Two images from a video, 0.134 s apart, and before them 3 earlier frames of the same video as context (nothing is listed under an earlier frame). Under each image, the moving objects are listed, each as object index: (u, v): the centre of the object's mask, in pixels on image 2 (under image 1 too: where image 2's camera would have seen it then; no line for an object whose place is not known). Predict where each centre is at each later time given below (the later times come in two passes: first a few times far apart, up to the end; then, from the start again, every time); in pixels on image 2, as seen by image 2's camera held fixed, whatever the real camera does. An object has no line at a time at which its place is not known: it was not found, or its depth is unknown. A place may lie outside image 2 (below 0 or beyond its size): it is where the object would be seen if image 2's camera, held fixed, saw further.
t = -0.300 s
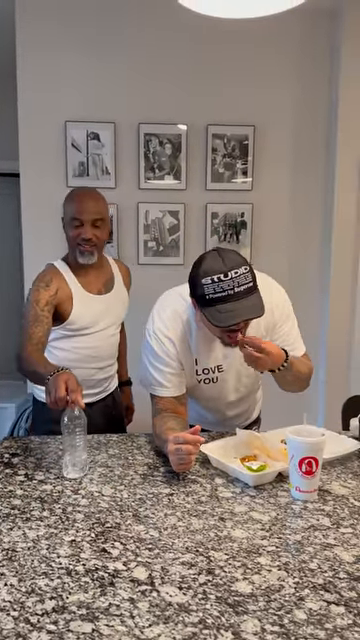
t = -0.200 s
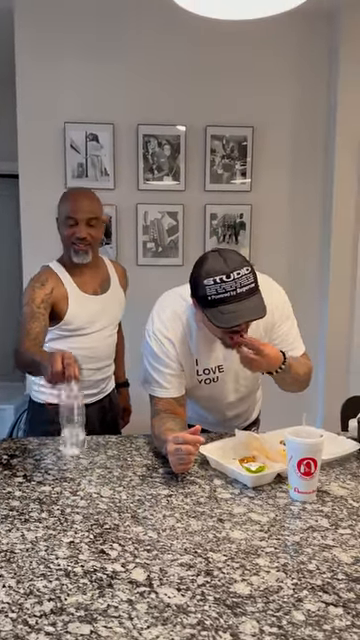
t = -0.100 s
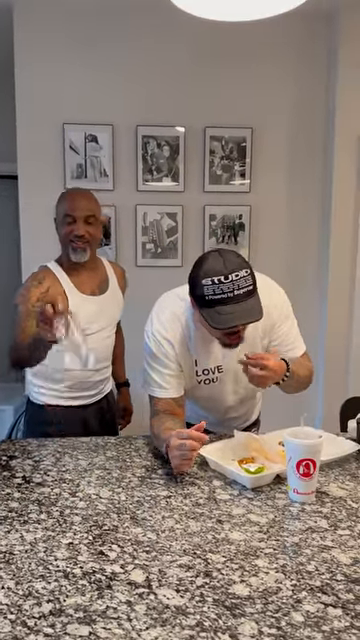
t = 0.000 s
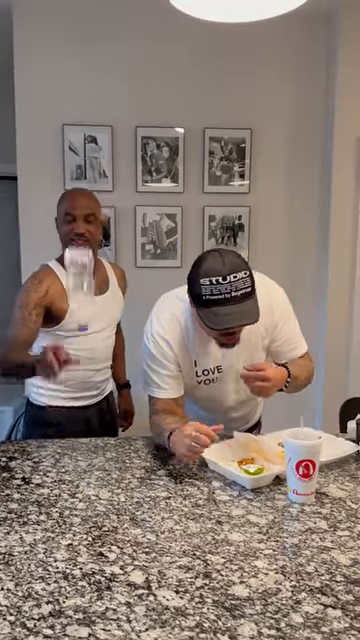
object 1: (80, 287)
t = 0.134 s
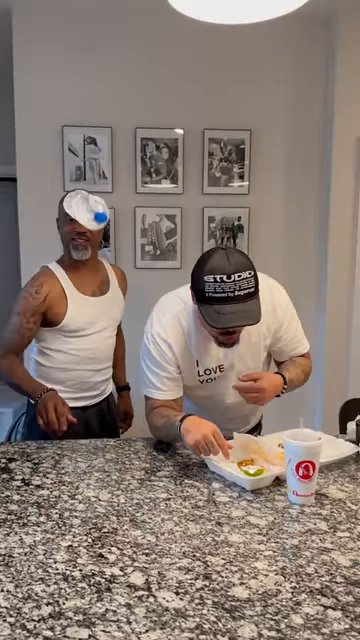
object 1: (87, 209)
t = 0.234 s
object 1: (90, 208)
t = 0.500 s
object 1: (102, 435)
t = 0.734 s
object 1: (106, 478)
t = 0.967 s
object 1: (108, 479)
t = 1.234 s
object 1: (108, 479)
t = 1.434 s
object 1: (108, 479)
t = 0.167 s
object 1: (88, 203)
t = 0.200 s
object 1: (88, 203)
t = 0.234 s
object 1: (90, 208)
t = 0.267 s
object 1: (91, 218)
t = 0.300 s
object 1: (93, 233)
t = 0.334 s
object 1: (94, 255)
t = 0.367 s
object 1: (96, 278)
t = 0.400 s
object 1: (95, 307)
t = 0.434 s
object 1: (99, 349)
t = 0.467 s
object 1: (101, 390)
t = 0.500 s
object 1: (102, 435)
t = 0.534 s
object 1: (103, 479)
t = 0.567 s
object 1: (100, 479)
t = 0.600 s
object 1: (101, 478)
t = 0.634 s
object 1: (101, 478)
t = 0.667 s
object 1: (103, 478)
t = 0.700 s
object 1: (105, 478)
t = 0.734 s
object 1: (106, 478)
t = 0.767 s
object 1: (106, 478)
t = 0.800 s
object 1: (106, 478)
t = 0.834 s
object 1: (106, 479)
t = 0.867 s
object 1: (107, 479)
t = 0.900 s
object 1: (108, 479)
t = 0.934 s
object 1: (108, 479)
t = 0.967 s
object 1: (108, 479)
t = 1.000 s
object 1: (108, 479)
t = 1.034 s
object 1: (108, 479)
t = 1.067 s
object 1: (108, 479)
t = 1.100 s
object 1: (108, 479)
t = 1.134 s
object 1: (108, 479)
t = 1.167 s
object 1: (108, 479)
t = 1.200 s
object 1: (108, 479)
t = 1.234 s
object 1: (108, 479)
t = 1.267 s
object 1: (108, 479)
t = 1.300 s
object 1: (108, 479)
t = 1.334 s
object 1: (108, 479)
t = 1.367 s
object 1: (108, 479)
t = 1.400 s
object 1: (108, 479)
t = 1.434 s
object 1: (108, 479)
